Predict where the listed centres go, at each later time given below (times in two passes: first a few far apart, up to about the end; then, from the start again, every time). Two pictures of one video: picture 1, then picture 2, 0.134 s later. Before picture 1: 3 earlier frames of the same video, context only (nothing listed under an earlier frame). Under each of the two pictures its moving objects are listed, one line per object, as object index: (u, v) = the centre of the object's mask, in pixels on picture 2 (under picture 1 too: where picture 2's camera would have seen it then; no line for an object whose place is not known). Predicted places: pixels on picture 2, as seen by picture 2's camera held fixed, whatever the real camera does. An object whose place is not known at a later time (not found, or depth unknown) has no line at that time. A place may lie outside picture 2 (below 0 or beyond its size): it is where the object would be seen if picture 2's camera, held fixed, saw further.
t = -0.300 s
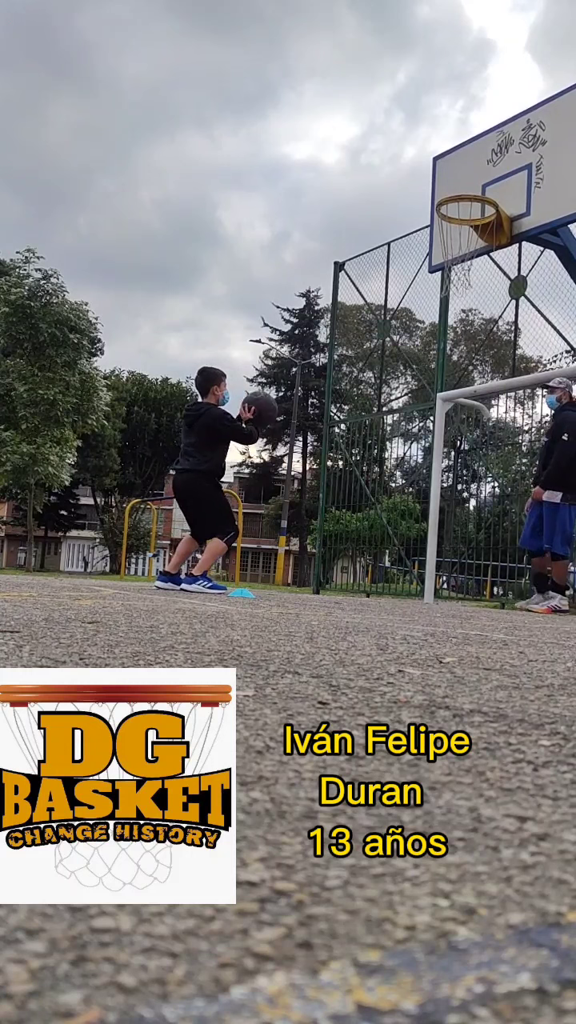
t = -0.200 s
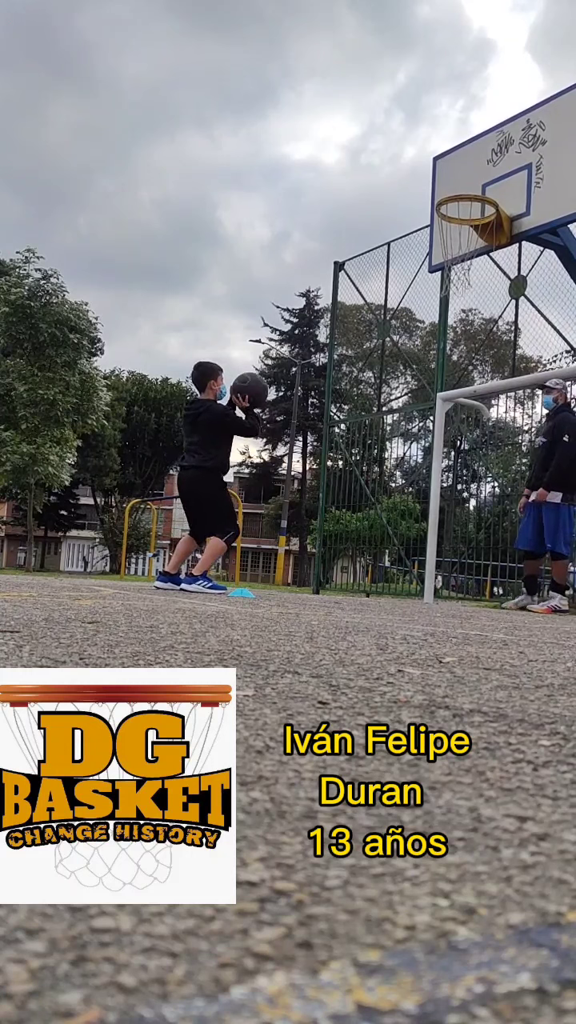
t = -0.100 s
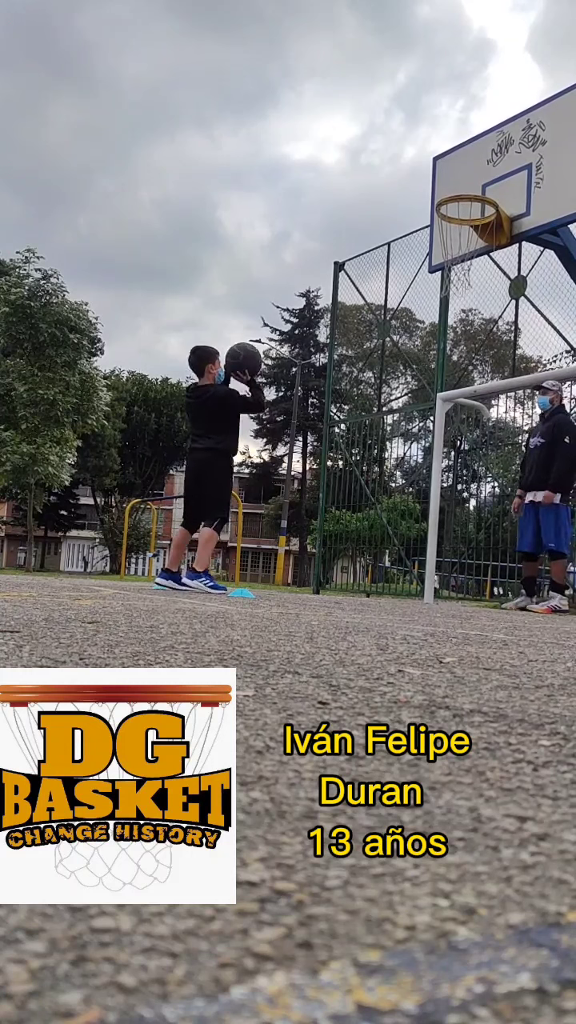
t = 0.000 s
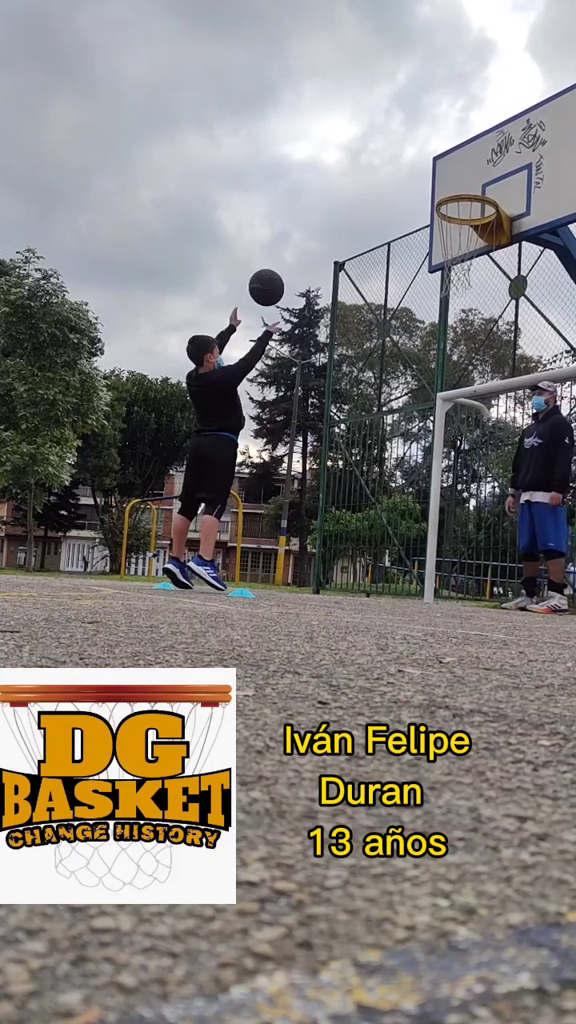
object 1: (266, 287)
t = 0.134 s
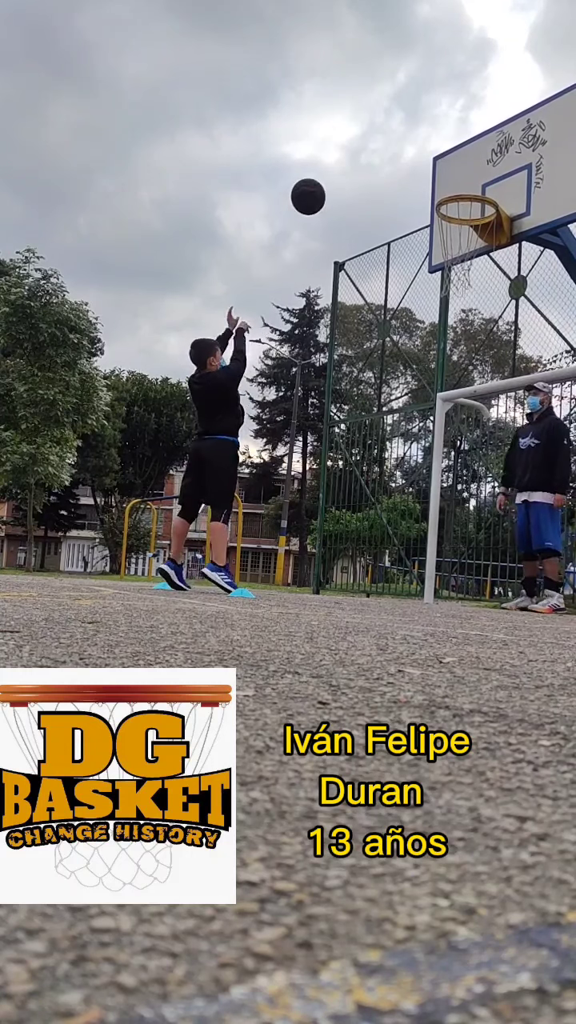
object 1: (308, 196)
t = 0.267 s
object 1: (345, 136)
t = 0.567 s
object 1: (415, 93)
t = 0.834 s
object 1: (465, 145)
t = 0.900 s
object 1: (476, 170)
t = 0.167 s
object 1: (318, 179)
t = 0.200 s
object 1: (327, 163)
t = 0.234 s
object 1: (336, 149)
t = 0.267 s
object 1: (345, 136)
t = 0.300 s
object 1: (354, 125)
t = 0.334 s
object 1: (362, 116)
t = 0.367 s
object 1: (370, 108)
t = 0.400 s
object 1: (378, 102)
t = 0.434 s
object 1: (386, 97)
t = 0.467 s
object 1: (393, 94)
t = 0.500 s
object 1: (401, 92)
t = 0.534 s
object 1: (408, 92)
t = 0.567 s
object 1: (415, 93)
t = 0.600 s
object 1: (422, 95)
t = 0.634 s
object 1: (428, 98)
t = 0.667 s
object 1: (435, 103)
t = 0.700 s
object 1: (441, 109)
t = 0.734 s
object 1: (447, 116)
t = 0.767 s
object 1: (453, 124)
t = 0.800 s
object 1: (459, 134)
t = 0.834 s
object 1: (465, 145)
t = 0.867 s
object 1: (471, 157)
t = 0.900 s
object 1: (476, 170)
